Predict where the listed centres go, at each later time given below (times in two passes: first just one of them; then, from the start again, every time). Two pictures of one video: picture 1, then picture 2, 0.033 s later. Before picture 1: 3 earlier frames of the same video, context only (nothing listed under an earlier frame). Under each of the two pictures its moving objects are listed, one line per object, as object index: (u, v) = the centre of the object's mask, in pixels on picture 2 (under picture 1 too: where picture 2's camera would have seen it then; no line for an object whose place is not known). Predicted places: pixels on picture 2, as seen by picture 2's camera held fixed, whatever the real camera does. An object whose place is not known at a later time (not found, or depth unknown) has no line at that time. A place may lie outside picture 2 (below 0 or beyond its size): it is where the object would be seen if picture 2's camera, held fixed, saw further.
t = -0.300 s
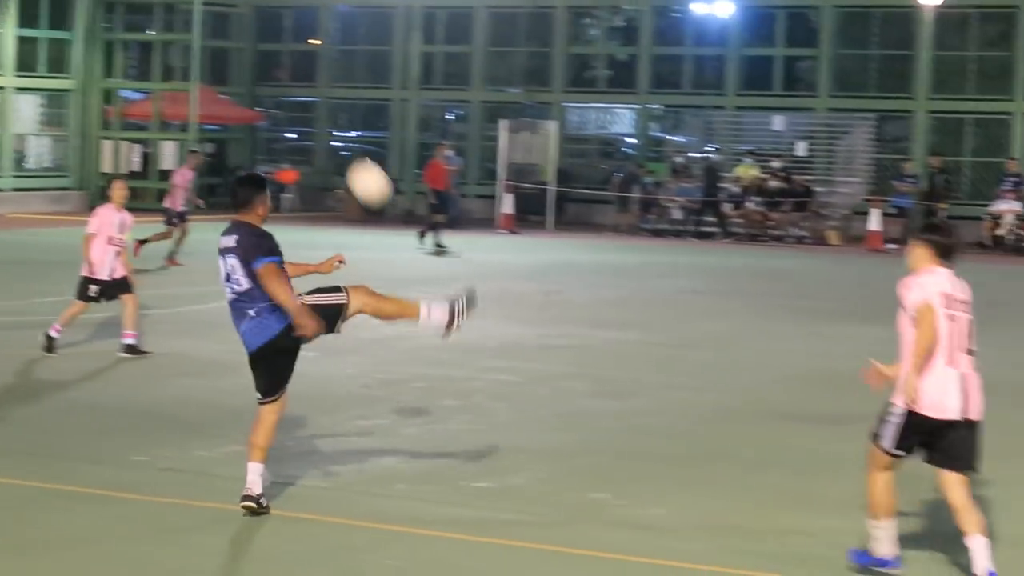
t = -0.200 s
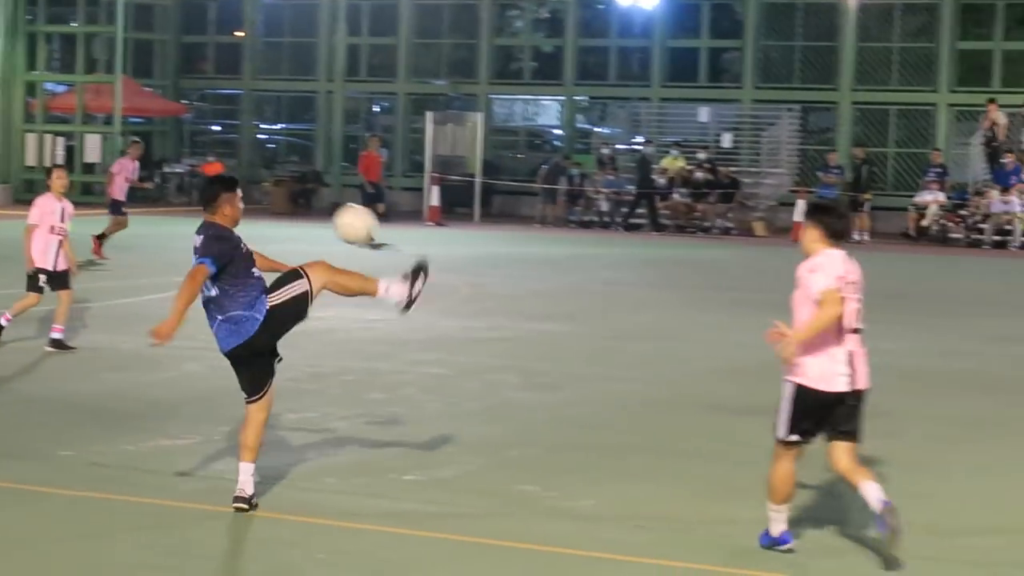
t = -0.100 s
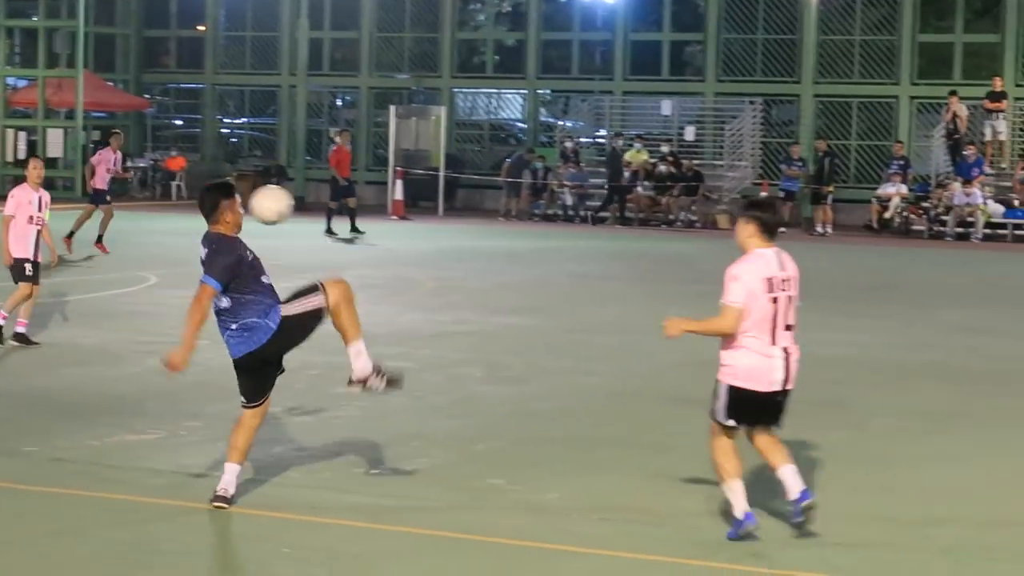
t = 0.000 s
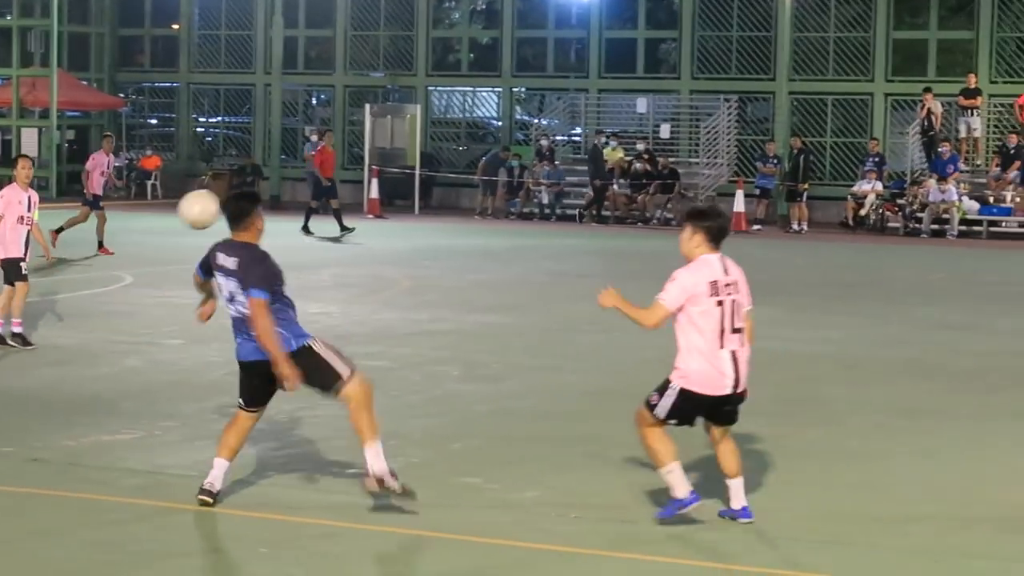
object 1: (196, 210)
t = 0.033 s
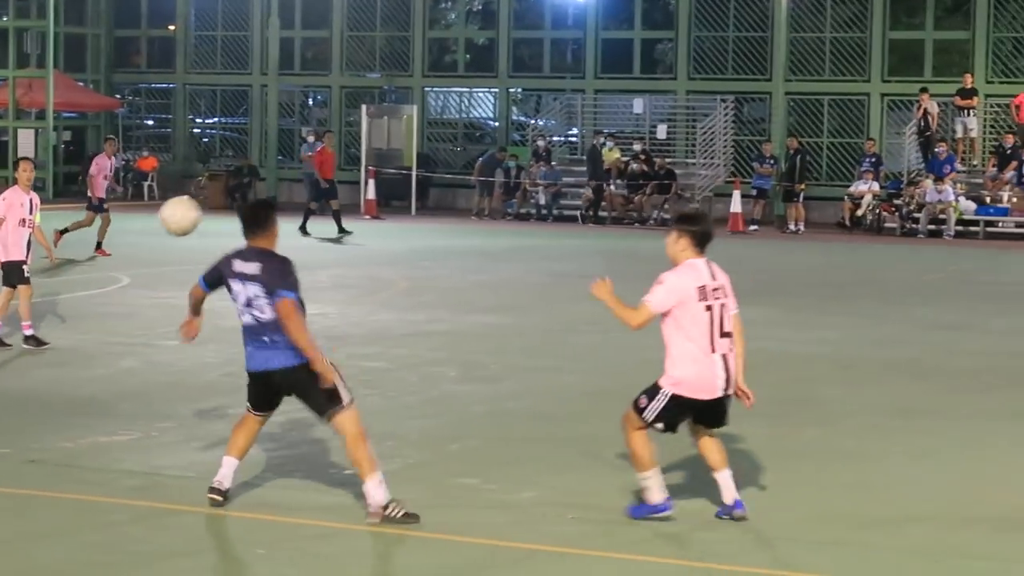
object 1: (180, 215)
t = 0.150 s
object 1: (125, 252)
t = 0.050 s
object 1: (173, 219)
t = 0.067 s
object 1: (164, 223)
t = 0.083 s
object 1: (156, 228)
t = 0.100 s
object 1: (148, 234)
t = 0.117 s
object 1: (140, 240)
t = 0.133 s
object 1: (132, 246)
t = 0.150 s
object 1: (125, 252)
